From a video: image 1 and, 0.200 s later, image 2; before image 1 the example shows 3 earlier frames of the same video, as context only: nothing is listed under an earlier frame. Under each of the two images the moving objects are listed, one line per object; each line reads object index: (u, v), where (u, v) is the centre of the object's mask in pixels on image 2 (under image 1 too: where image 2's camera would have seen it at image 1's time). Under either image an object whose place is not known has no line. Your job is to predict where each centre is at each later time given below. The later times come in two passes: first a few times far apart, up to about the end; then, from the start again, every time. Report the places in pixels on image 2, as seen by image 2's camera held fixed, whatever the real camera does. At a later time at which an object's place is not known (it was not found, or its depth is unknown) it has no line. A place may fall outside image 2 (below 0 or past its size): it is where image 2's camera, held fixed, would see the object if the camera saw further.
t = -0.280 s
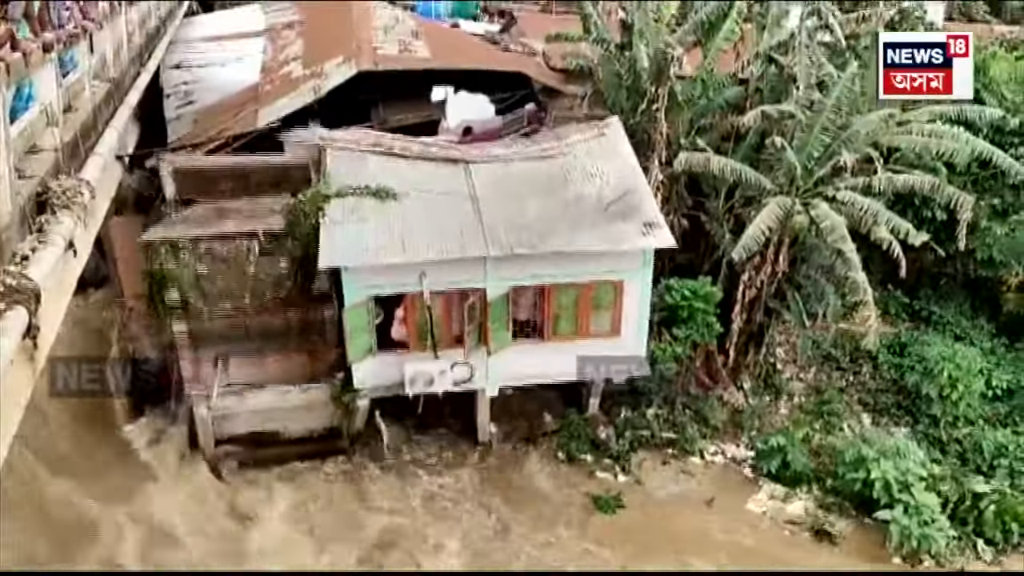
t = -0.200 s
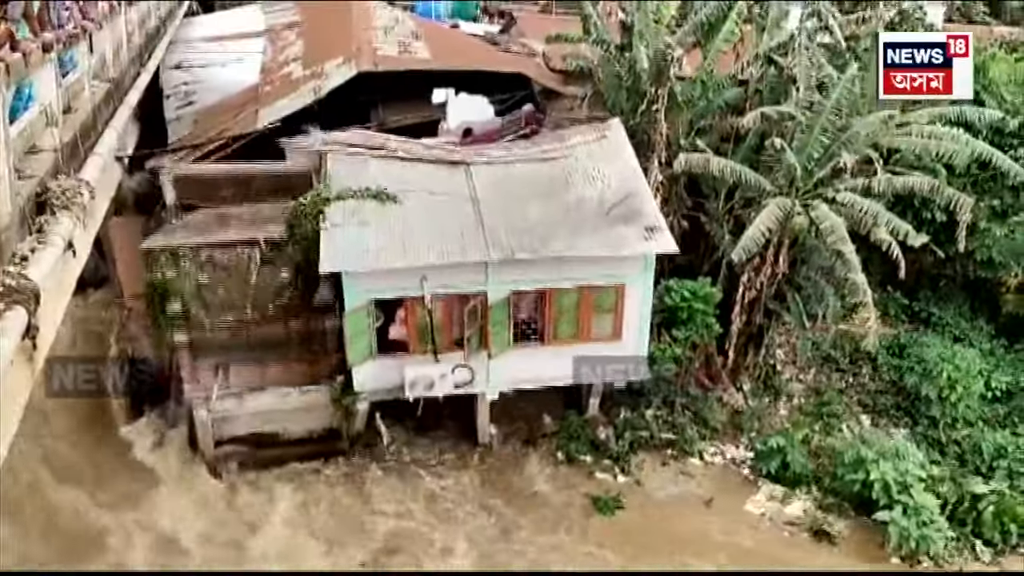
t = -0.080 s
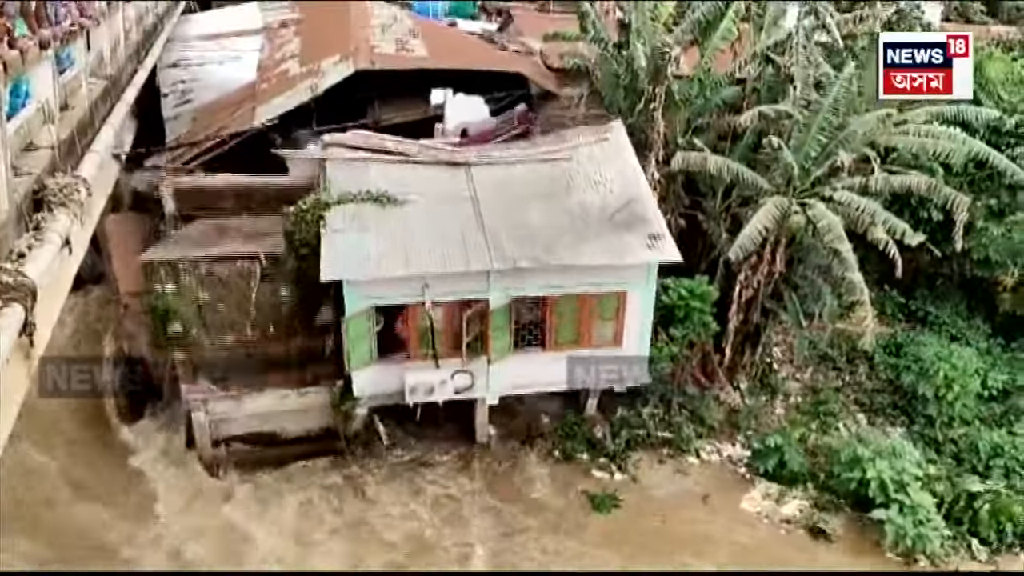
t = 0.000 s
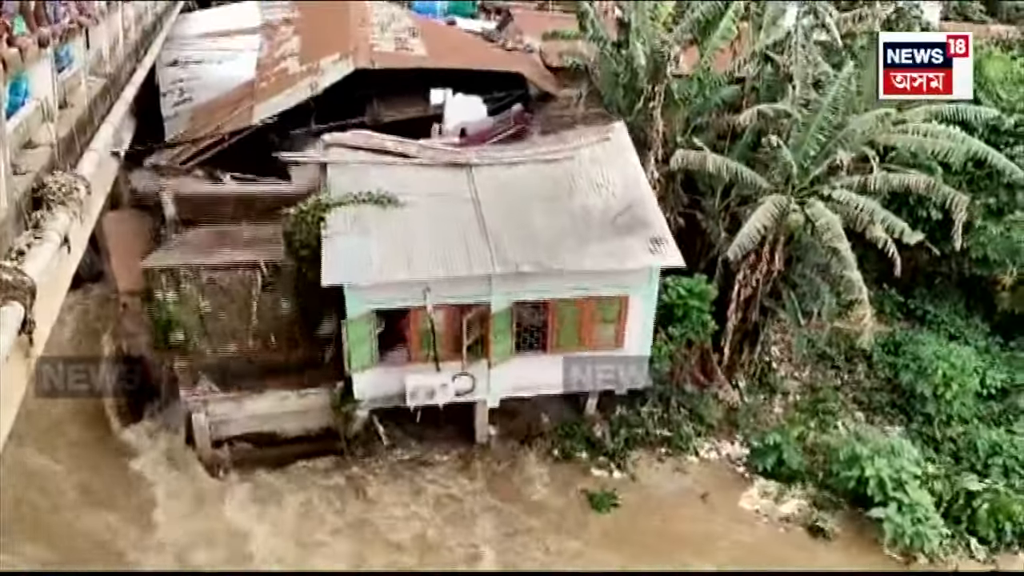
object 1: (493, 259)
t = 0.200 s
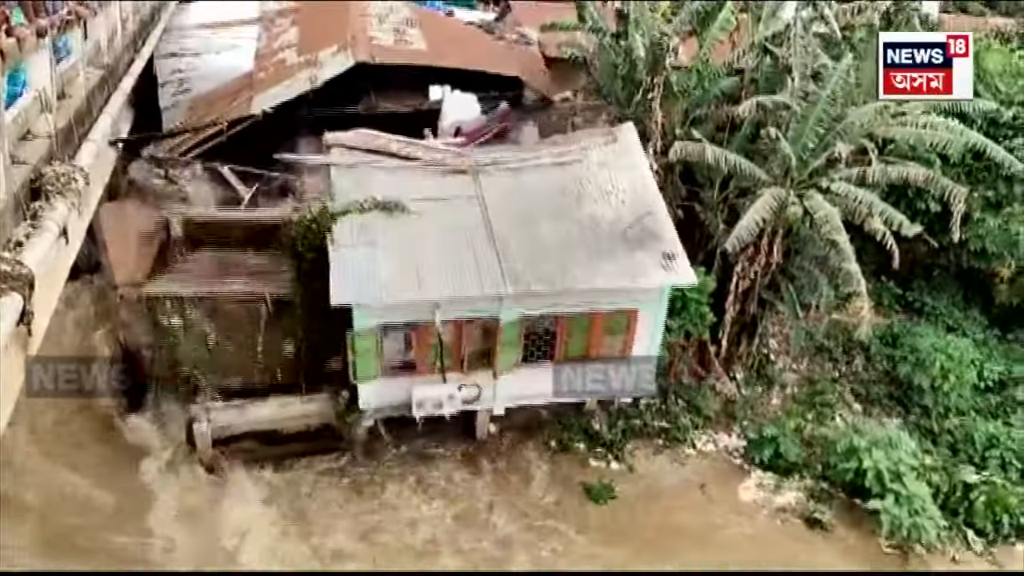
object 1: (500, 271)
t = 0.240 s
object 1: (503, 276)
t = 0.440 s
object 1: (514, 297)
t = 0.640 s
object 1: (528, 329)
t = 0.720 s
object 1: (537, 348)
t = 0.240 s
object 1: (503, 276)
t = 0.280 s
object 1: (504, 278)
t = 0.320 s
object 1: (508, 284)
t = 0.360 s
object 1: (510, 288)
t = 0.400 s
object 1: (512, 291)
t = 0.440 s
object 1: (514, 297)
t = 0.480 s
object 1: (517, 302)
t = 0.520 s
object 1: (521, 309)
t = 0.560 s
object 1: (524, 315)
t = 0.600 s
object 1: (525, 320)
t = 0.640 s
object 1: (528, 329)
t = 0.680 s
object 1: (530, 336)
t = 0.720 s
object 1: (537, 348)
